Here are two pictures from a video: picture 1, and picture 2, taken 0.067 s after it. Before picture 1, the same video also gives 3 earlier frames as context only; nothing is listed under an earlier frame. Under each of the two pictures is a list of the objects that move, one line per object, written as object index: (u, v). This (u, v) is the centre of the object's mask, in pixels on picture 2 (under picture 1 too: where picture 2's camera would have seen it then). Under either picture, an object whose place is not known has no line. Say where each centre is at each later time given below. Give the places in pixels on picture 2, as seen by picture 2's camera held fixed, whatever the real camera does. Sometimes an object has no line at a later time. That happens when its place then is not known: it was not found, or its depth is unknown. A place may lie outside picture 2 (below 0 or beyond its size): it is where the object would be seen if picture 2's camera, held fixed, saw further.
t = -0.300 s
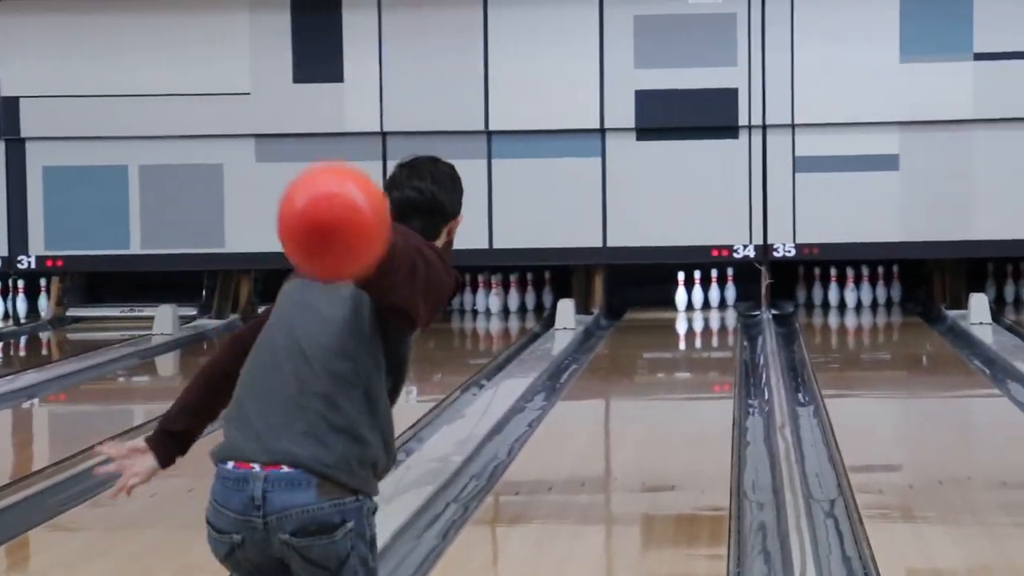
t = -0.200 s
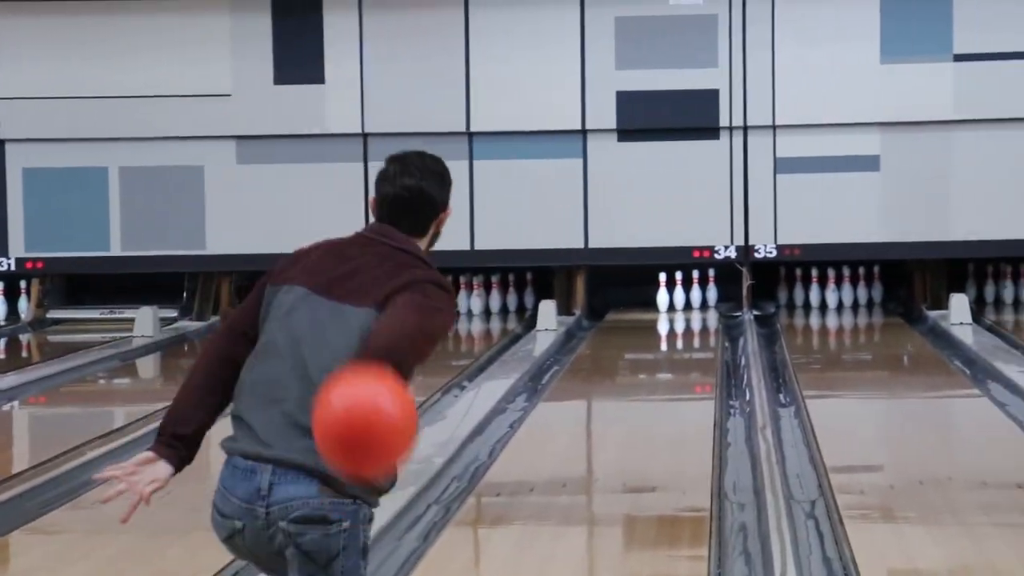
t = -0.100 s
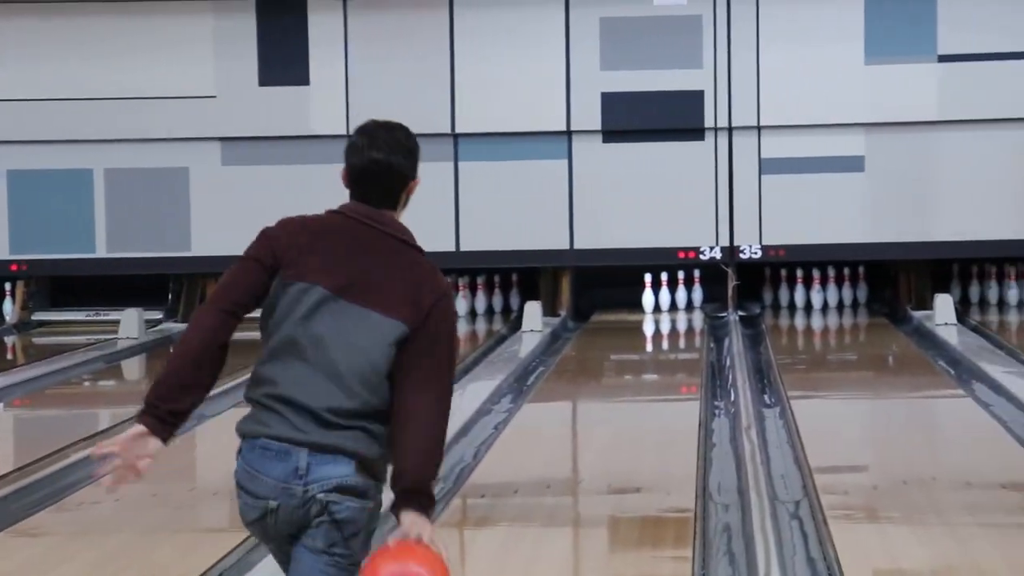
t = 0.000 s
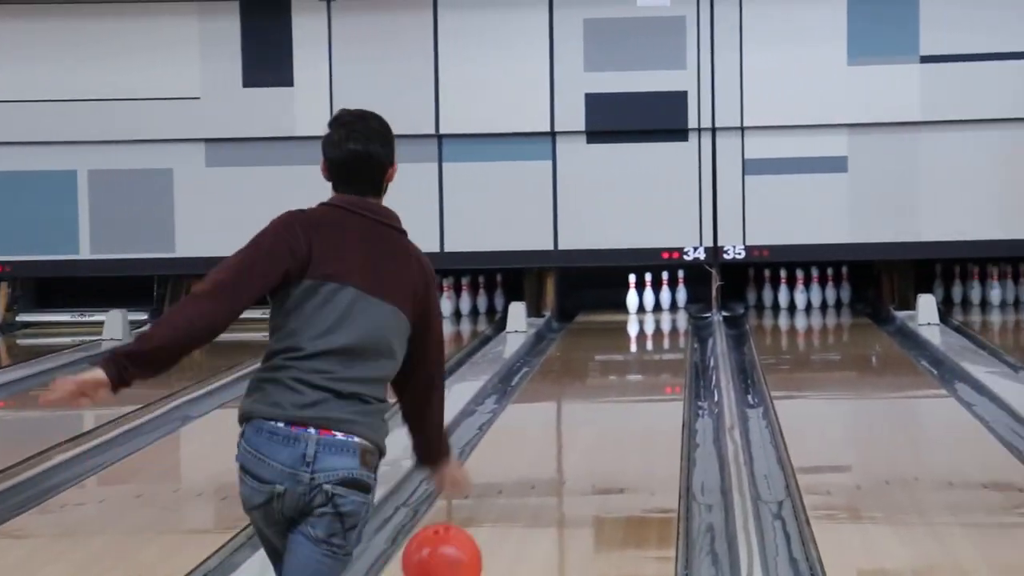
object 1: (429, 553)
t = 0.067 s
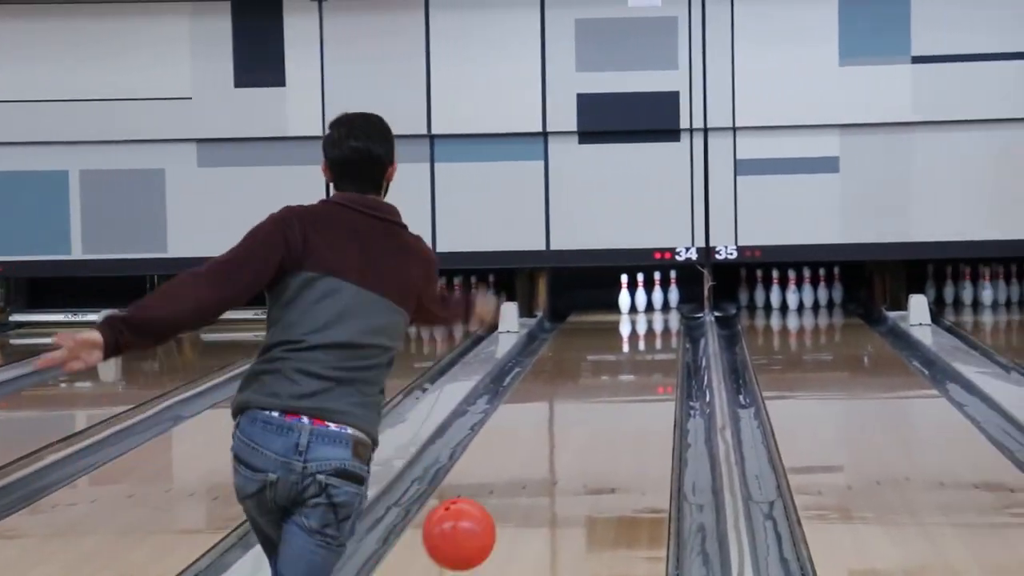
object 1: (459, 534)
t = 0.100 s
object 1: (473, 527)
